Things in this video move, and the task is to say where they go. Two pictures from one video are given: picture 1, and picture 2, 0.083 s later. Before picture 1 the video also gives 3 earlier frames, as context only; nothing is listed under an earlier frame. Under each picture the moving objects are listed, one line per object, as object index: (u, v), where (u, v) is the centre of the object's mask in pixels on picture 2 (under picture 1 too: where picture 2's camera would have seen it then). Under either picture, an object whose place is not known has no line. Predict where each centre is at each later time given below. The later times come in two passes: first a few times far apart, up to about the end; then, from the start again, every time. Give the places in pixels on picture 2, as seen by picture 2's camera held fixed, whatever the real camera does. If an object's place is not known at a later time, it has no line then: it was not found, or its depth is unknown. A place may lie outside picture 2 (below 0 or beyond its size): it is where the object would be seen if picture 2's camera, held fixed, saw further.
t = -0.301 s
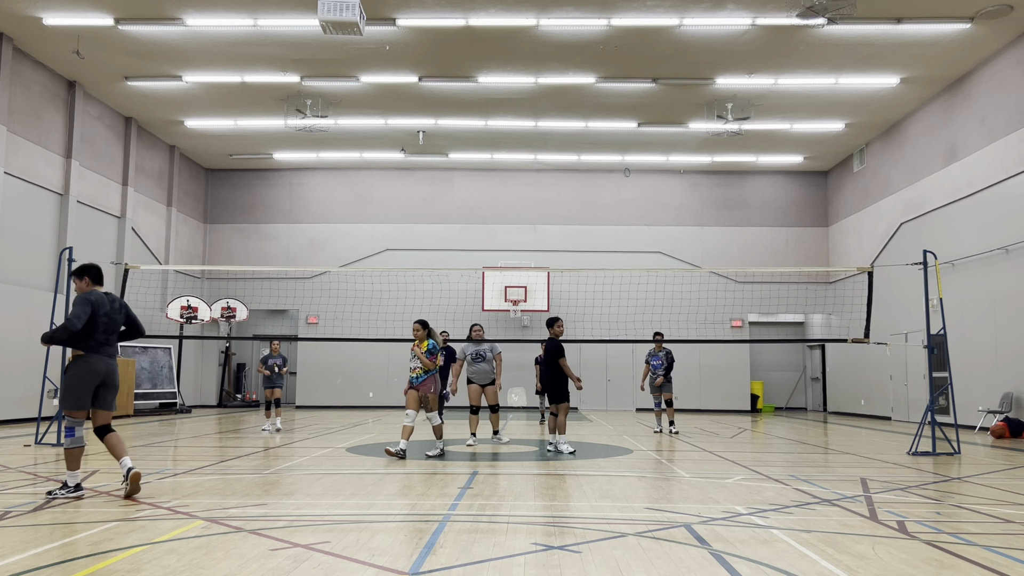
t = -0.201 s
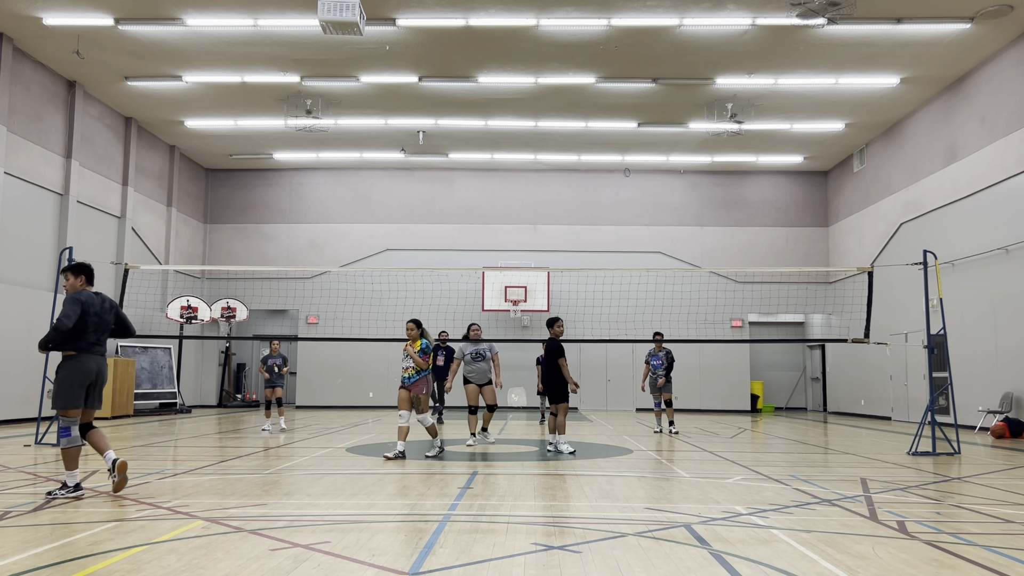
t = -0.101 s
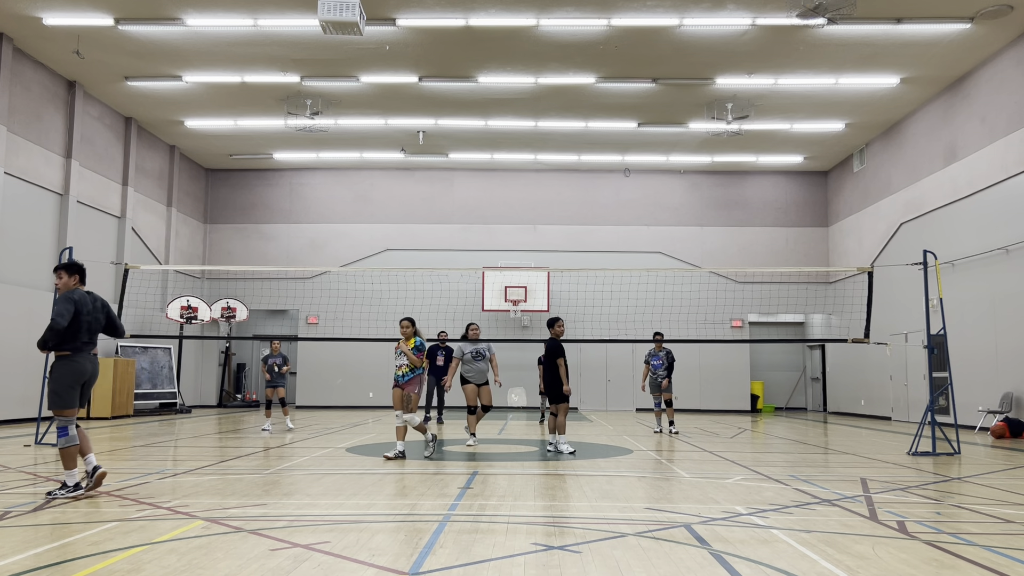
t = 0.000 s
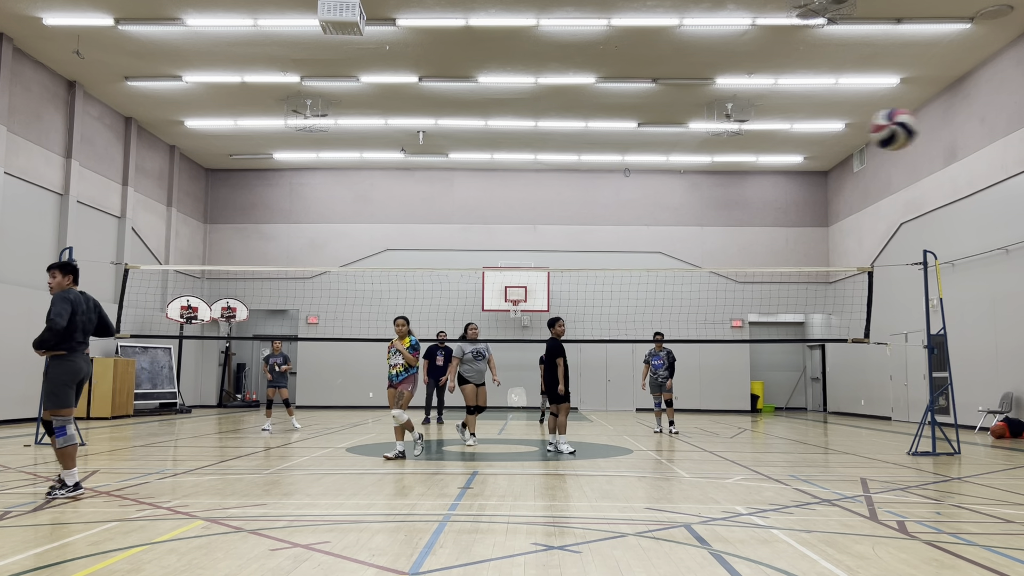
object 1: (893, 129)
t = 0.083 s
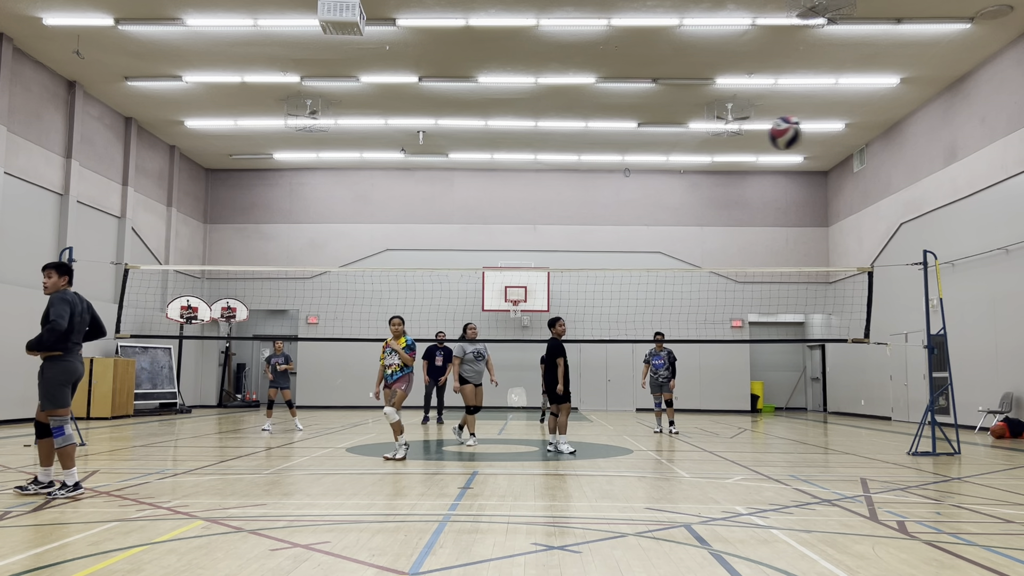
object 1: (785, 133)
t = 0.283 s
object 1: (648, 168)
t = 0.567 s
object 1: (560, 241)
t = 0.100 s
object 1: (769, 135)
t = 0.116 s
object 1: (753, 137)
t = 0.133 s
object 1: (740, 139)
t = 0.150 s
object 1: (727, 142)
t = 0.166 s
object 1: (716, 144)
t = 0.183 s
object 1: (705, 148)
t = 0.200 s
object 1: (694, 151)
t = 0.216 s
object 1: (683, 154)
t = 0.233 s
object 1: (674, 158)
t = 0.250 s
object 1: (665, 161)
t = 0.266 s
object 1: (656, 164)
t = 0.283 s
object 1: (648, 168)
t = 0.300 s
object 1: (641, 172)
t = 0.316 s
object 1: (634, 175)
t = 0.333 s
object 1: (628, 179)
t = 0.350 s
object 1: (622, 182)
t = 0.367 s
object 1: (616, 187)
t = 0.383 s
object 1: (610, 191)
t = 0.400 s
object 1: (605, 196)
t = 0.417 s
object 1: (600, 200)
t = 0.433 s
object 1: (595, 205)
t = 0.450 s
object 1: (590, 209)
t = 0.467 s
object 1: (585, 214)
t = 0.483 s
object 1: (581, 218)
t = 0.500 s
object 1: (576, 222)
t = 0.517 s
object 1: (572, 227)
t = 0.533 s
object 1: (568, 232)
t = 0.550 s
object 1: (564, 236)
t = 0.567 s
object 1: (560, 241)
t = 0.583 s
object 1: (556, 246)
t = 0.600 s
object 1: (553, 250)
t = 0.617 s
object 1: (549, 255)
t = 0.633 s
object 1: (546, 260)
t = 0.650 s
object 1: (542, 263)
